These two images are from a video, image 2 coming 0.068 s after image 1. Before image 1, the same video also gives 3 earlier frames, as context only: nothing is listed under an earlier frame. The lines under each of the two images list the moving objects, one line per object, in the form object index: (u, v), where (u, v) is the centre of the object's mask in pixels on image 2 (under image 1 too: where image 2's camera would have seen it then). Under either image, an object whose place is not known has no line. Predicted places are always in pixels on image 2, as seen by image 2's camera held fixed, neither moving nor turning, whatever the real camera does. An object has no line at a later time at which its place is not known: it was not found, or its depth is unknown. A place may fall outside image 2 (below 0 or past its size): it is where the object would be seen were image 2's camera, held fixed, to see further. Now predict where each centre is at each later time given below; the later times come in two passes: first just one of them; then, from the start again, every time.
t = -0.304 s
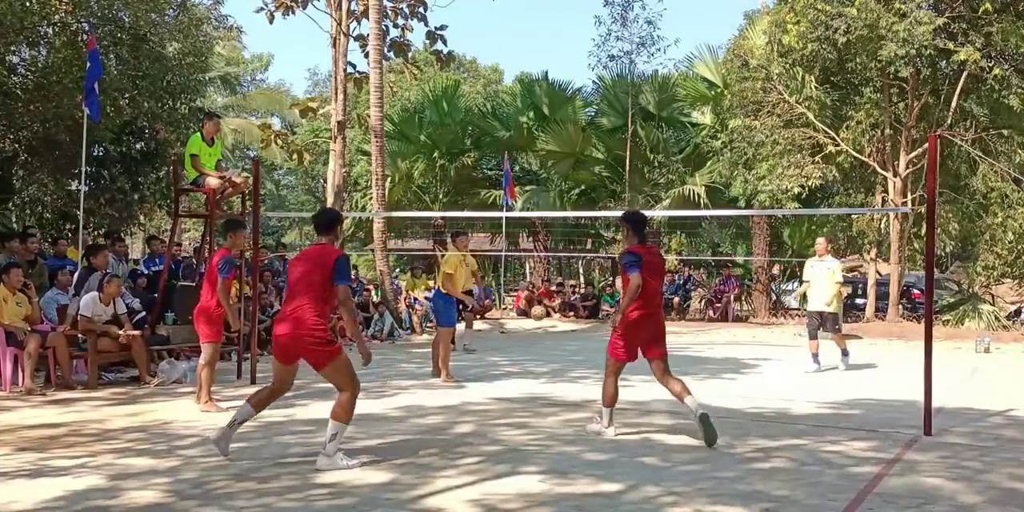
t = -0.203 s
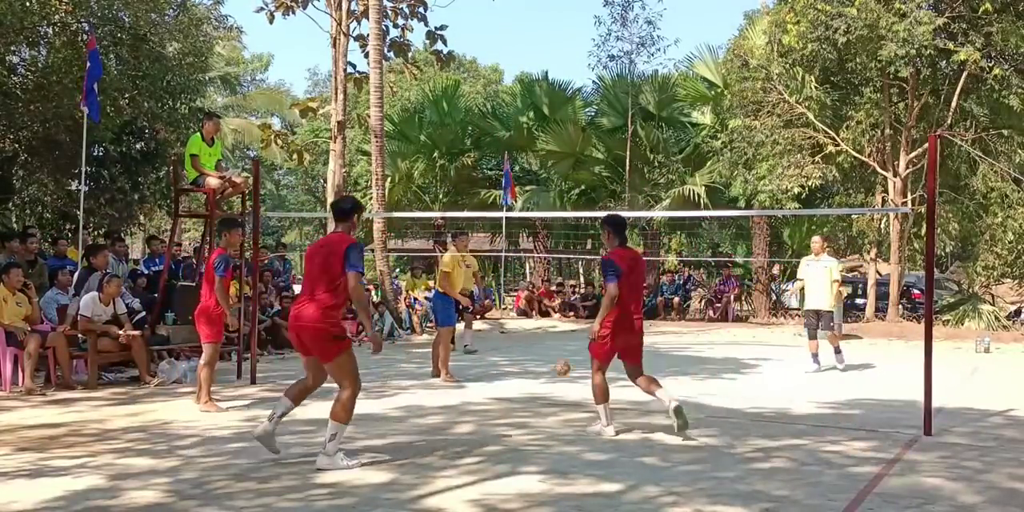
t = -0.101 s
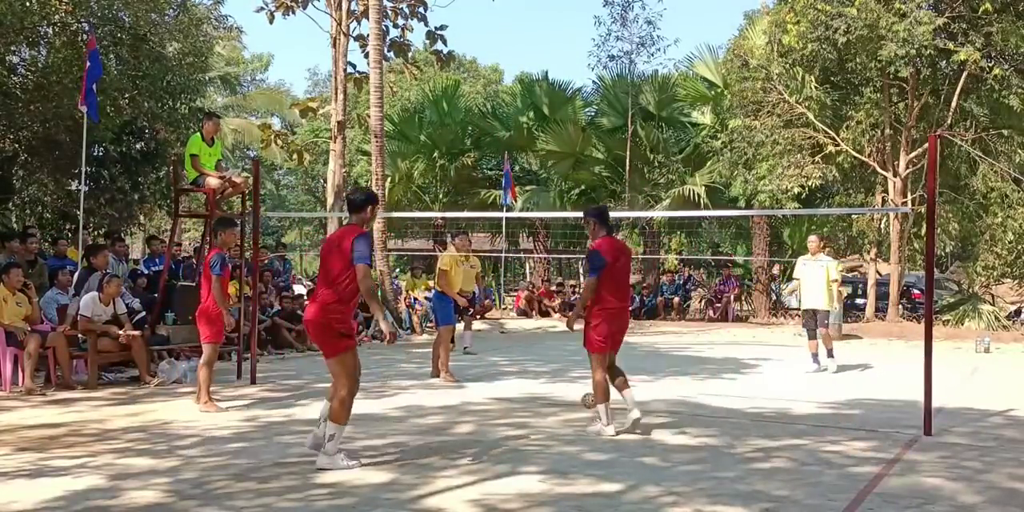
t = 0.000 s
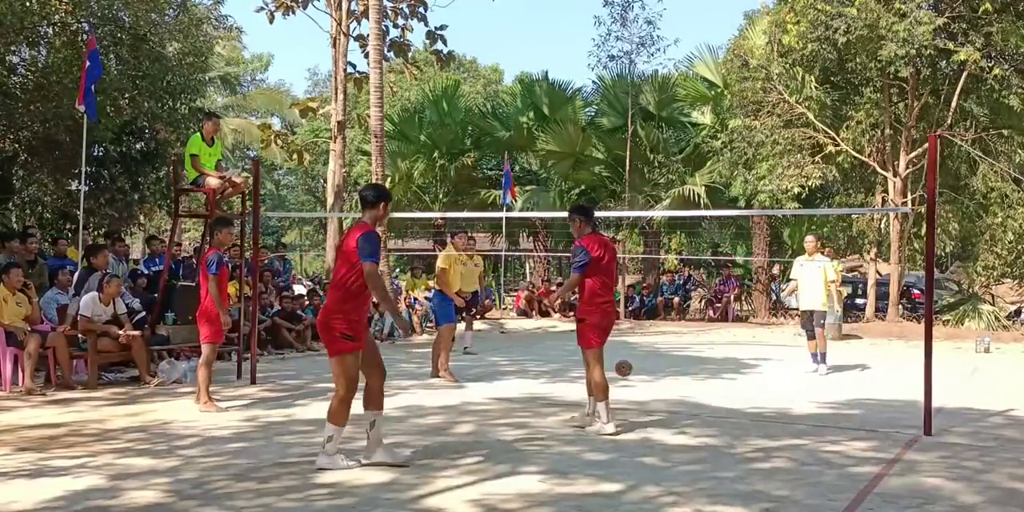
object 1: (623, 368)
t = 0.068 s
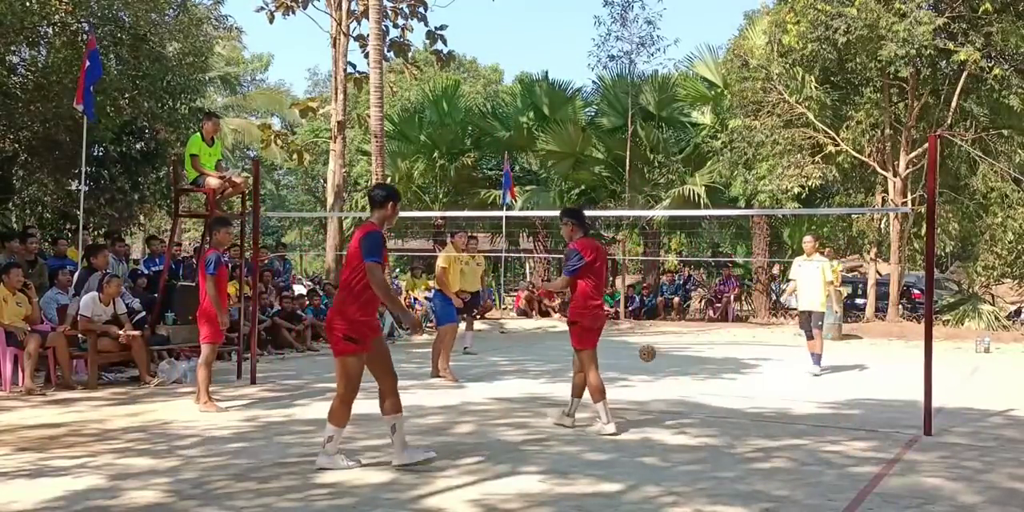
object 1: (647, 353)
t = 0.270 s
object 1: (723, 342)
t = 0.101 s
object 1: (659, 348)
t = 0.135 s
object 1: (671, 343)
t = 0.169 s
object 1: (684, 341)
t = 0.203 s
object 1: (697, 339)
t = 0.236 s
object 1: (710, 340)
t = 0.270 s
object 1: (723, 342)
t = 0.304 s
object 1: (736, 346)
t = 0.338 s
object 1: (750, 351)
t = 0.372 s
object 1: (764, 358)
